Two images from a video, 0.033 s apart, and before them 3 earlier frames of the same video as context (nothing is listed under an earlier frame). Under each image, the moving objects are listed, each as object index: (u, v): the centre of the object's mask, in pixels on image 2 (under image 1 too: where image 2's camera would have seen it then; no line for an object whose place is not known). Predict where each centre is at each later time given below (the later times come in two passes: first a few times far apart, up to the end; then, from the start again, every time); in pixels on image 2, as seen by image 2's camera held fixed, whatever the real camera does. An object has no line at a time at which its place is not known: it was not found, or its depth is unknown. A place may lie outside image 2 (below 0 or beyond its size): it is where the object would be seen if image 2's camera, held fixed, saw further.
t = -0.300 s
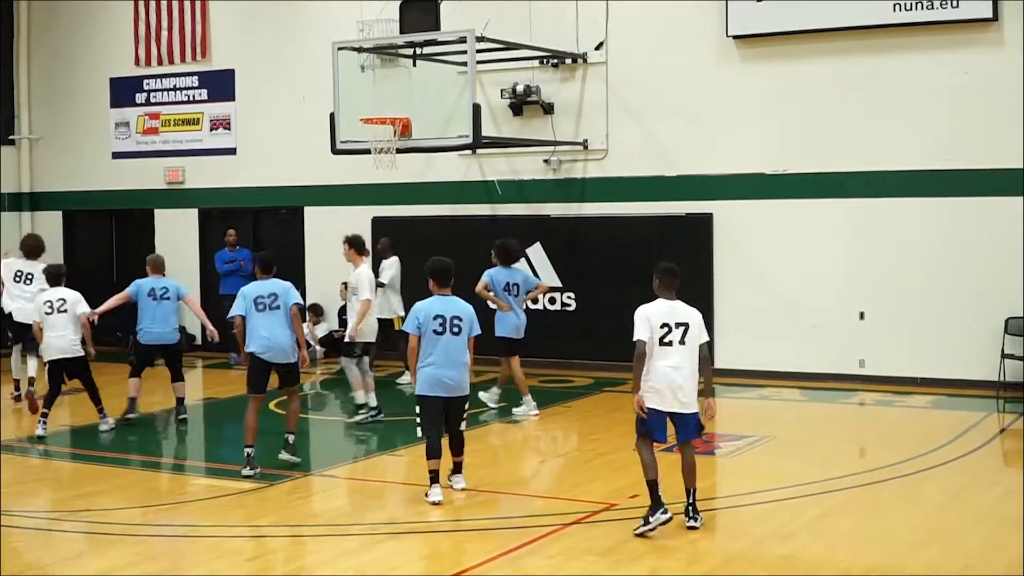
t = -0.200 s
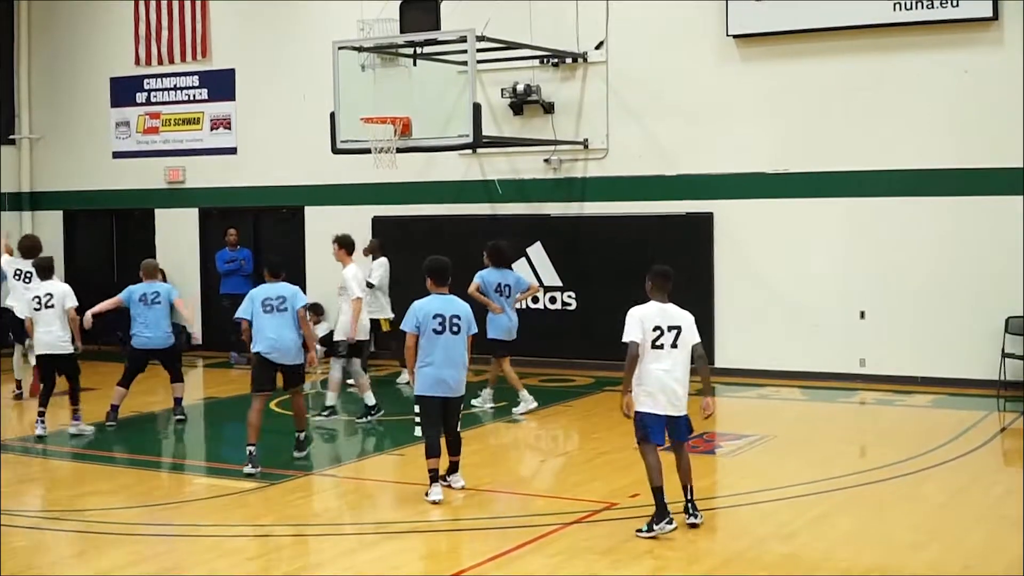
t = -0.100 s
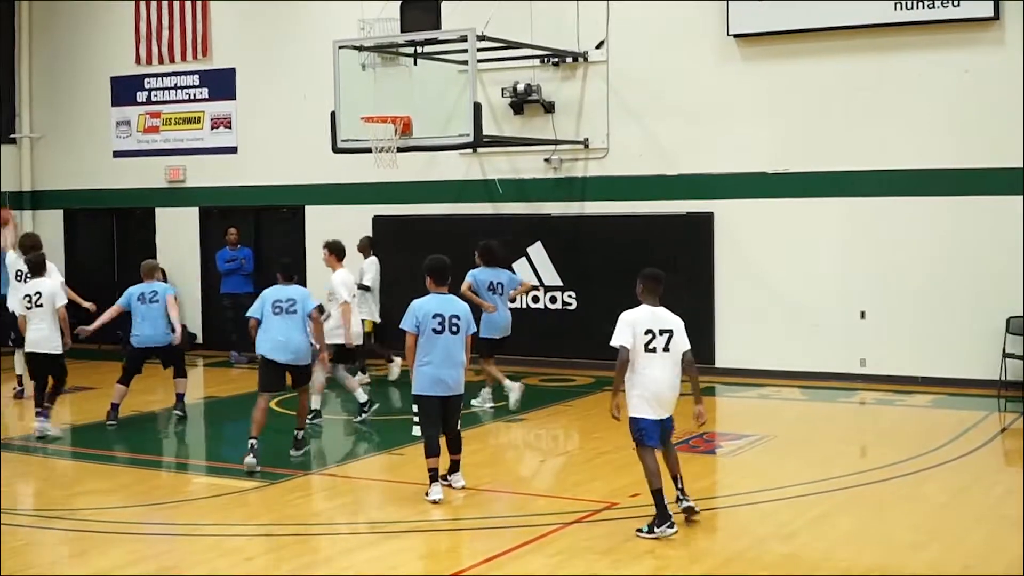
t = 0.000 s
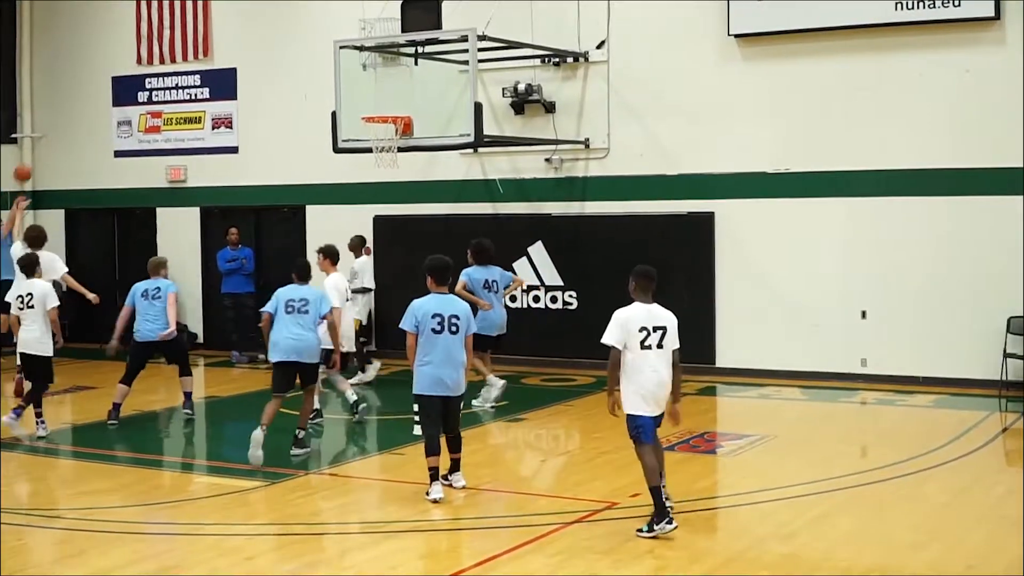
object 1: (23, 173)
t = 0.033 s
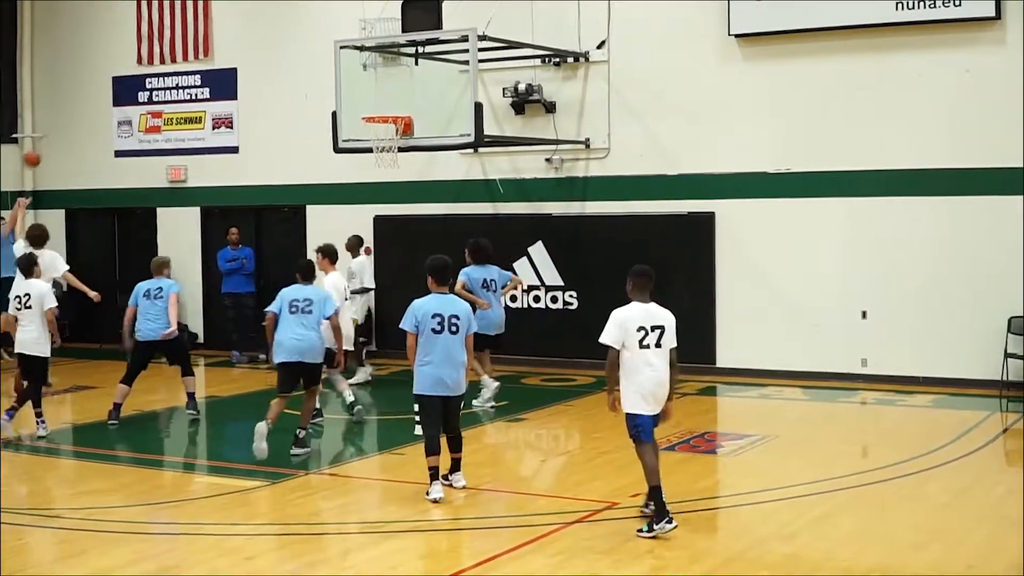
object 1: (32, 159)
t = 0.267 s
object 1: (97, 74)
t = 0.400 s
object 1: (139, 42)
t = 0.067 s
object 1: (40, 144)
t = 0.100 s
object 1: (50, 132)
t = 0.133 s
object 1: (58, 119)
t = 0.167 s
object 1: (68, 107)
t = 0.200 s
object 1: (77, 95)
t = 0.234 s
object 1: (88, 85)
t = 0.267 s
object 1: (97, 74)
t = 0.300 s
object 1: (107, 65)
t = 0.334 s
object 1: (117, 56)
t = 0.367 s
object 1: (127, 49)
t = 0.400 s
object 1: (139, 42)
